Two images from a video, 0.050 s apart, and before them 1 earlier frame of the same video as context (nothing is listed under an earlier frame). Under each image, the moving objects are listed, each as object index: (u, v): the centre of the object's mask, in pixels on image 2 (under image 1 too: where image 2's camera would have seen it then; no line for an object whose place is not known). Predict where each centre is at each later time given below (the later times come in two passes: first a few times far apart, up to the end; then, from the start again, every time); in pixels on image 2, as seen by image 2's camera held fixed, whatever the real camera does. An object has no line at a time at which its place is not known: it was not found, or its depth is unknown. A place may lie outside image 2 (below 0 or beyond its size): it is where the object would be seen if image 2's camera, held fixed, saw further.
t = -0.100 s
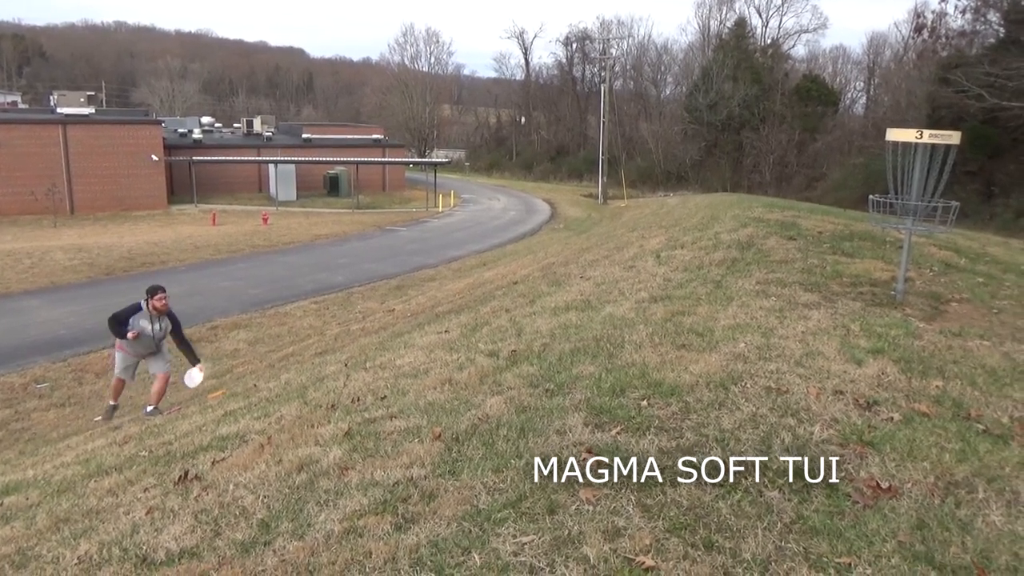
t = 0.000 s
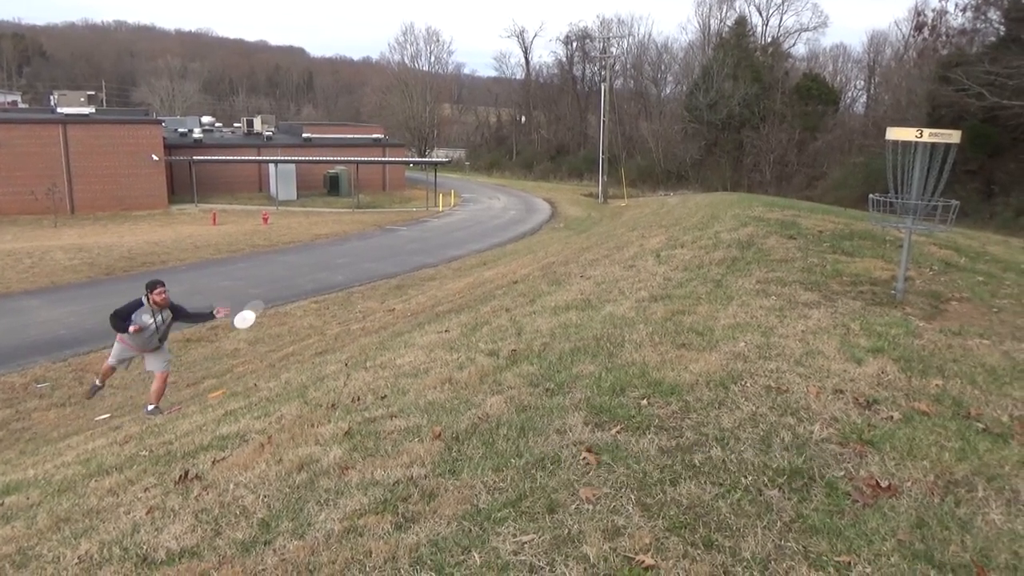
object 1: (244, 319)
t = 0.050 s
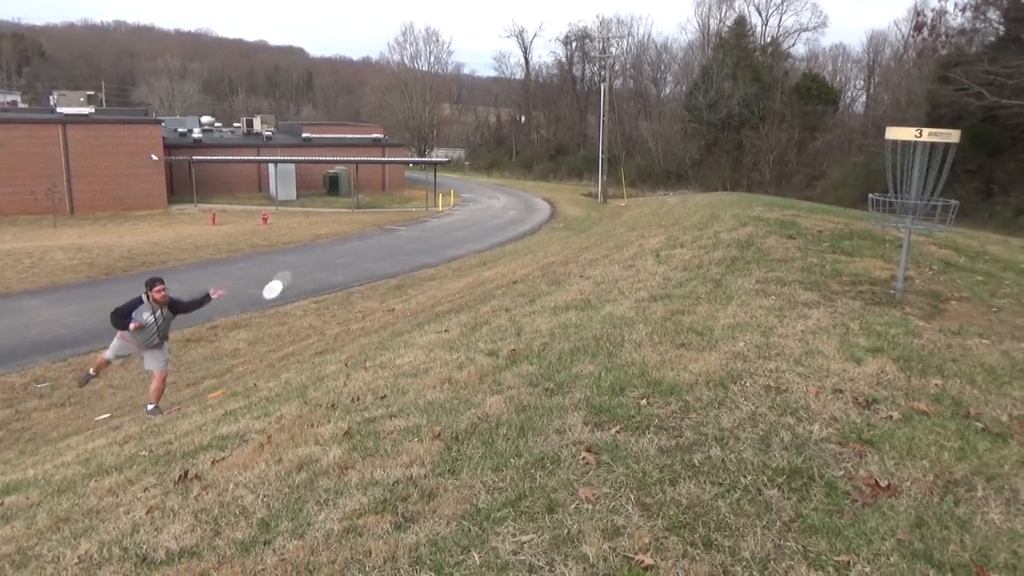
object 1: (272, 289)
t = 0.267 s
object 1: (413, 189)
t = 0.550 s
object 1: (624, 134)
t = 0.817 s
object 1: (835, 157)
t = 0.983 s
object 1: (935, 204)
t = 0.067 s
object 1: (282, 280)
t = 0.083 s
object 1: (292, 270)
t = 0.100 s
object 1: (302, 261)
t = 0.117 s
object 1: (312, 253)
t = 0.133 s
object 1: (323, 245)
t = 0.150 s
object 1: (334, 237)
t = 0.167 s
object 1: (345, 229)
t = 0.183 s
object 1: (355, 222)
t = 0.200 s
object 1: (367, 214)
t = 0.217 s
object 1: (378, 208)
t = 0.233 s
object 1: (389, 201)
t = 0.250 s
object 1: (402, 195)
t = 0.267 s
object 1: (413, 189)
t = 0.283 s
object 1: (425, 183)
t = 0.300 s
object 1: (437, 178)
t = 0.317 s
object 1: (448, 173)
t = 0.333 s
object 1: (461, 168)
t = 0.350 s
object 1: (473, 164)
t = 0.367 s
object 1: (485, 159)
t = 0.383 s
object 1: (497, 156)
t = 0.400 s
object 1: (510, 152)
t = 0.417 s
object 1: (522, 149)
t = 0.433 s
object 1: (535, 147)
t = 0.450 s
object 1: (548, 144)
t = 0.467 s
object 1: (560, 142)
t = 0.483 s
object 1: (572, 140)
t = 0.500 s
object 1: (585, 138)
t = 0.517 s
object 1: (598, 136)
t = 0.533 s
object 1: (611, 135)
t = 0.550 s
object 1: (624, 134)
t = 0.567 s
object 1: (636, 134)
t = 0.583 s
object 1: (649, 133)
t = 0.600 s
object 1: (662, 133)
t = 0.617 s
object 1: (675, 134)
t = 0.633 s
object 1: (688, 134)
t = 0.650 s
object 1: (701, 135)
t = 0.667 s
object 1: (714, 136)
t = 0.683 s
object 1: (727, 138)
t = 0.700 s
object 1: (740, 139)
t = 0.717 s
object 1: (753, 141)
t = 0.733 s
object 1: (765, 143)
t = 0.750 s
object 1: (778, 145)
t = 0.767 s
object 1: (791, 148)
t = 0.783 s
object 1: (805, 151)
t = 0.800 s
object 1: (819, 154)
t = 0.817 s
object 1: (835, 157)
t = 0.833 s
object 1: (848, 160)
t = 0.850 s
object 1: (862, 164)
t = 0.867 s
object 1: (876, 168)
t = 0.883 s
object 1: (889, 173)
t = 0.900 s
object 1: (900, 177)
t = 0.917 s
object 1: (909, 182)
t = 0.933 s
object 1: (916, 187)
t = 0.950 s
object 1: (923, 192)
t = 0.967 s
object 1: (929, 198)
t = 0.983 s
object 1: (935, 204)
